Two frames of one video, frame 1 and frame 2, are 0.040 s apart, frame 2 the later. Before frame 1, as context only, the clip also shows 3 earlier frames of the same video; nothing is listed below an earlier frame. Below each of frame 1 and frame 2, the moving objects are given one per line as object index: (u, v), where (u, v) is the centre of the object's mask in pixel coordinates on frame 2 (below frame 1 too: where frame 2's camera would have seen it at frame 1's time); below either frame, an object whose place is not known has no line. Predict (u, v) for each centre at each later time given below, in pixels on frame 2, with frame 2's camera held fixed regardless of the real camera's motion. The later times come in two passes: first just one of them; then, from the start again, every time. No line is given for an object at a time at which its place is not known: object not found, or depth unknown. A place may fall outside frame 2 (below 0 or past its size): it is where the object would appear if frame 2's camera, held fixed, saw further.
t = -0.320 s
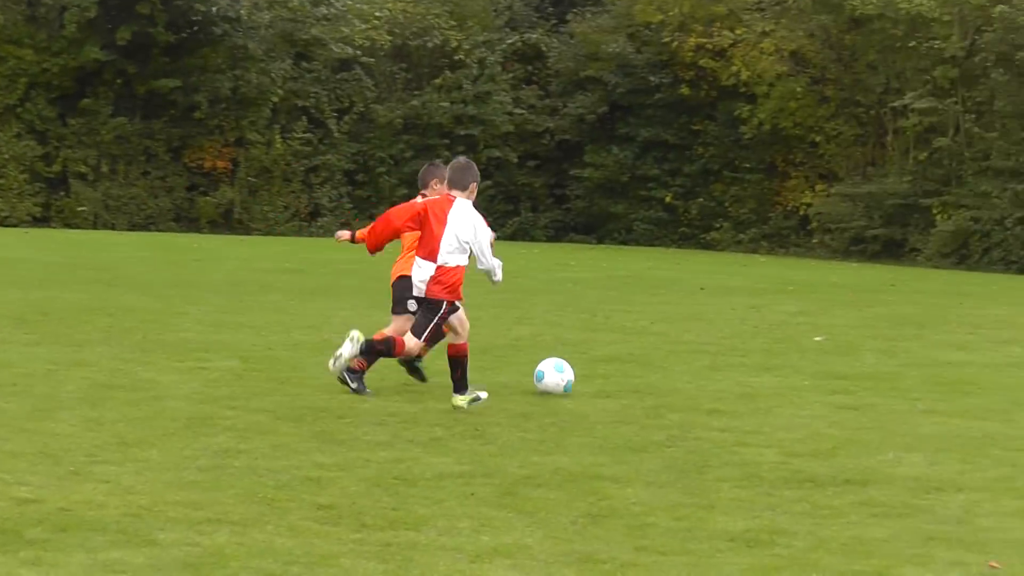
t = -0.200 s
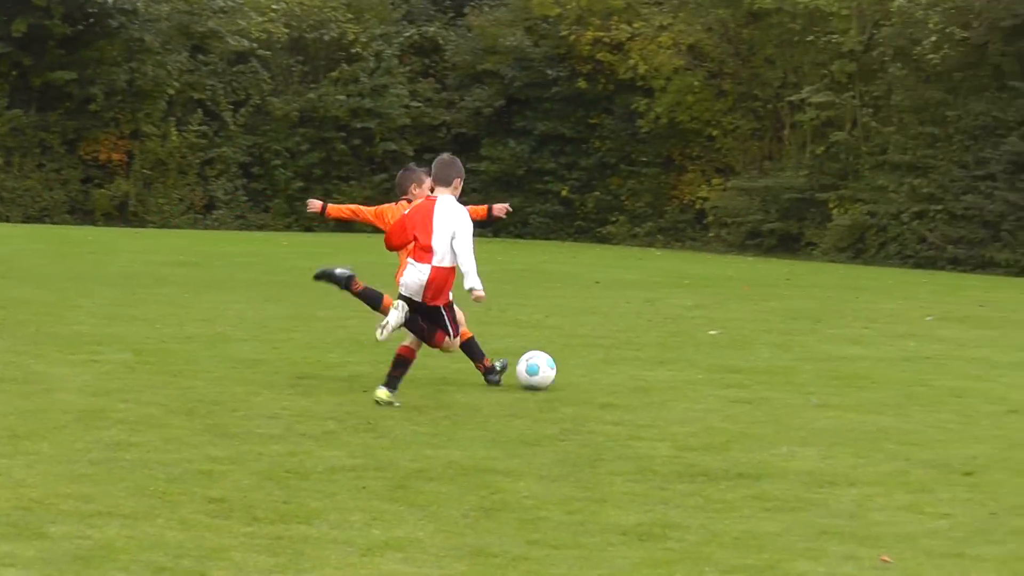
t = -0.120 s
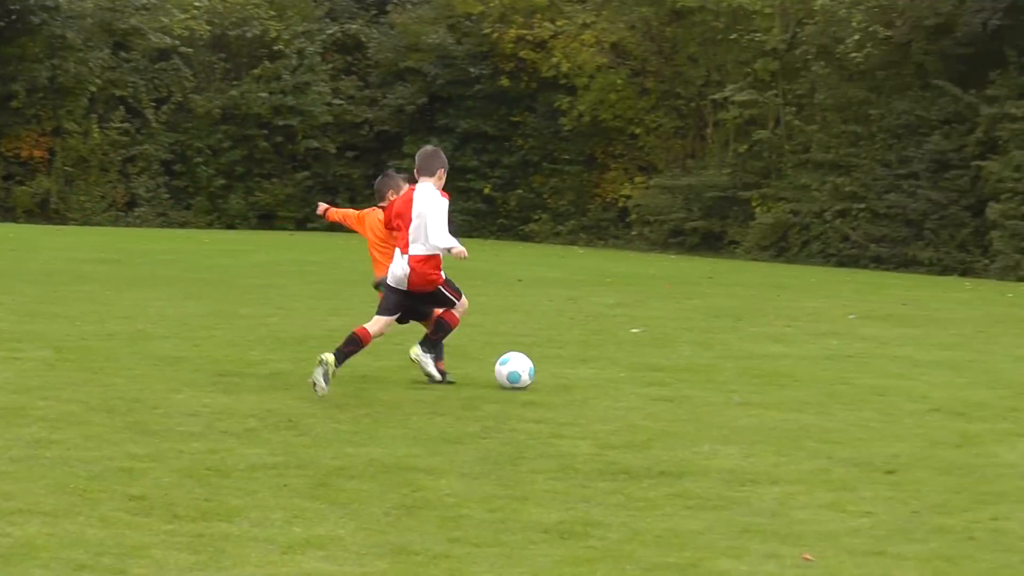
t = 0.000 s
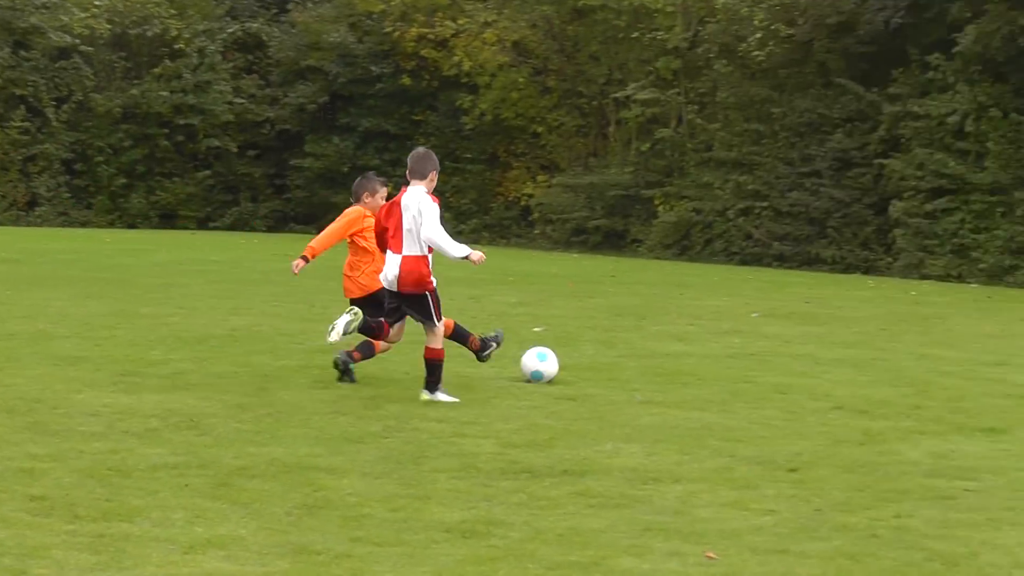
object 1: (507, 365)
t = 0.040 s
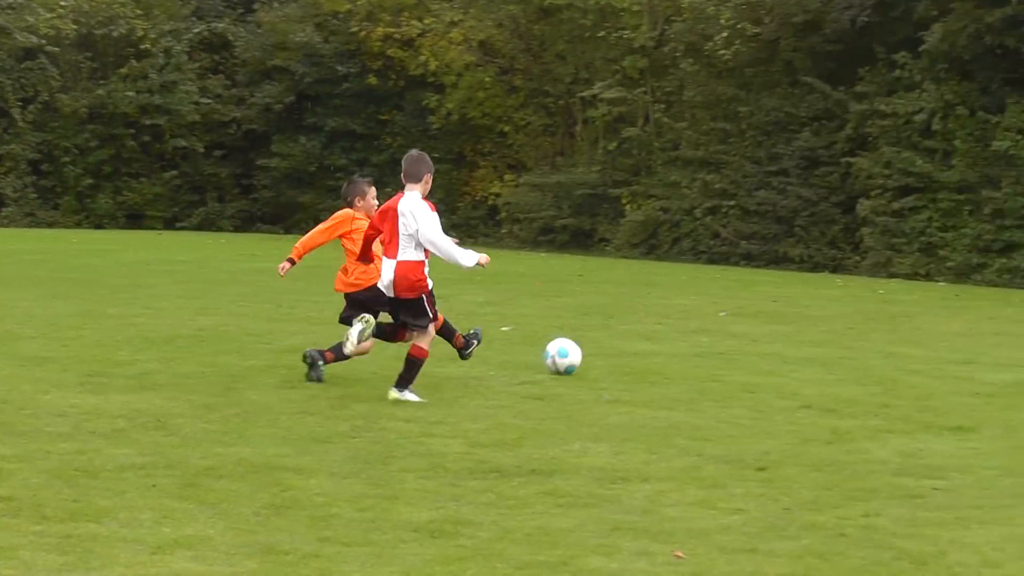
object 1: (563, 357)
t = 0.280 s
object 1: (823, 332)
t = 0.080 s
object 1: (614, 348)
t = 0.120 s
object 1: (661, 346)
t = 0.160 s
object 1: (706, 344)
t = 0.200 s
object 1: (747, 344)
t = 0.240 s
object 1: (786, 337)
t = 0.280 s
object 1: (823, 332)
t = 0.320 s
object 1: (857, 331)
